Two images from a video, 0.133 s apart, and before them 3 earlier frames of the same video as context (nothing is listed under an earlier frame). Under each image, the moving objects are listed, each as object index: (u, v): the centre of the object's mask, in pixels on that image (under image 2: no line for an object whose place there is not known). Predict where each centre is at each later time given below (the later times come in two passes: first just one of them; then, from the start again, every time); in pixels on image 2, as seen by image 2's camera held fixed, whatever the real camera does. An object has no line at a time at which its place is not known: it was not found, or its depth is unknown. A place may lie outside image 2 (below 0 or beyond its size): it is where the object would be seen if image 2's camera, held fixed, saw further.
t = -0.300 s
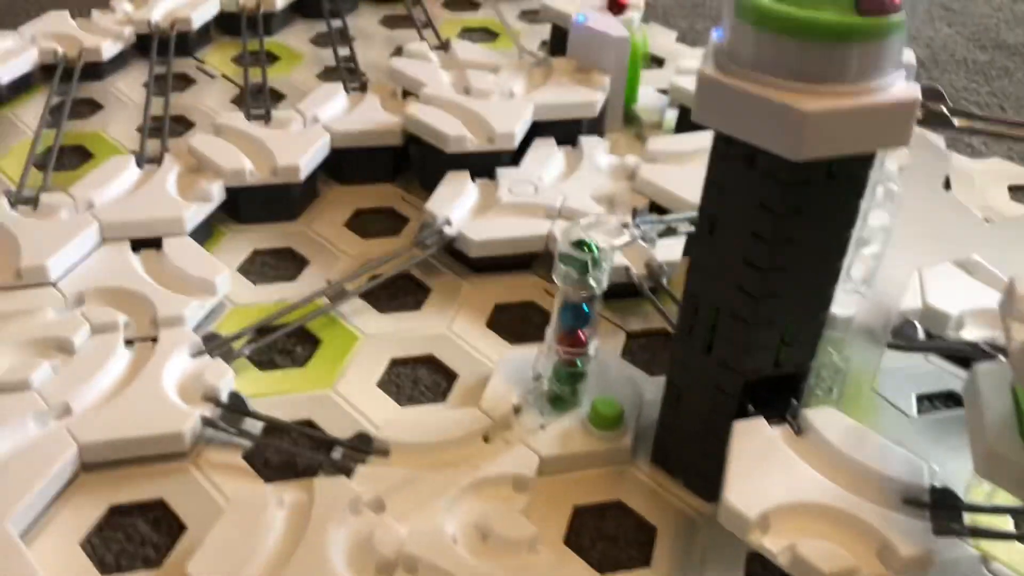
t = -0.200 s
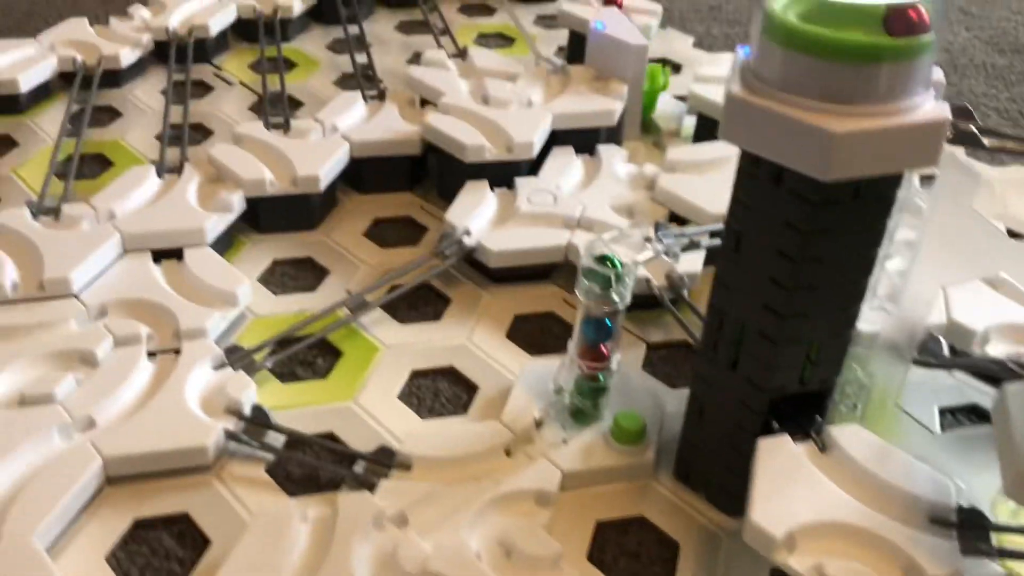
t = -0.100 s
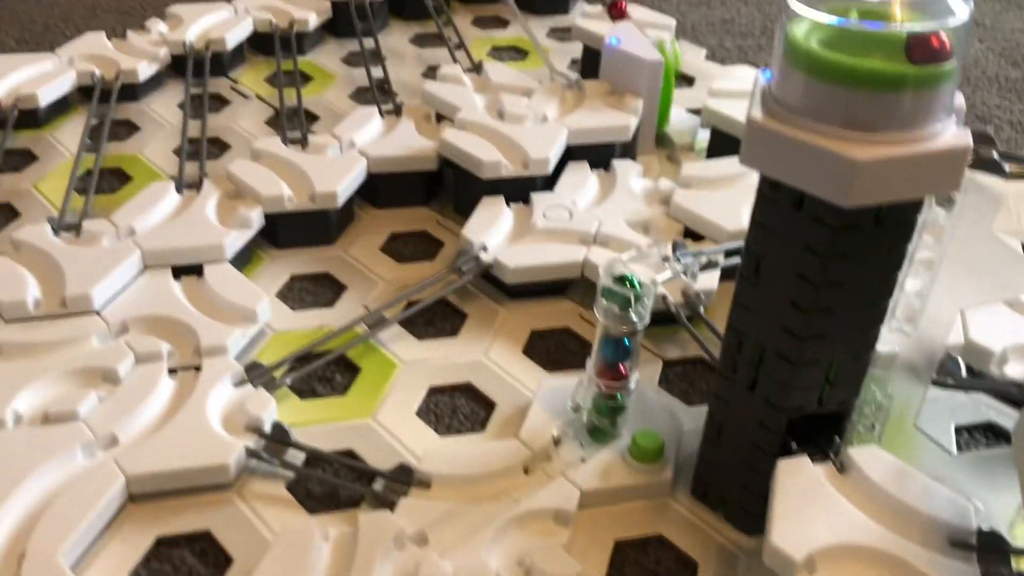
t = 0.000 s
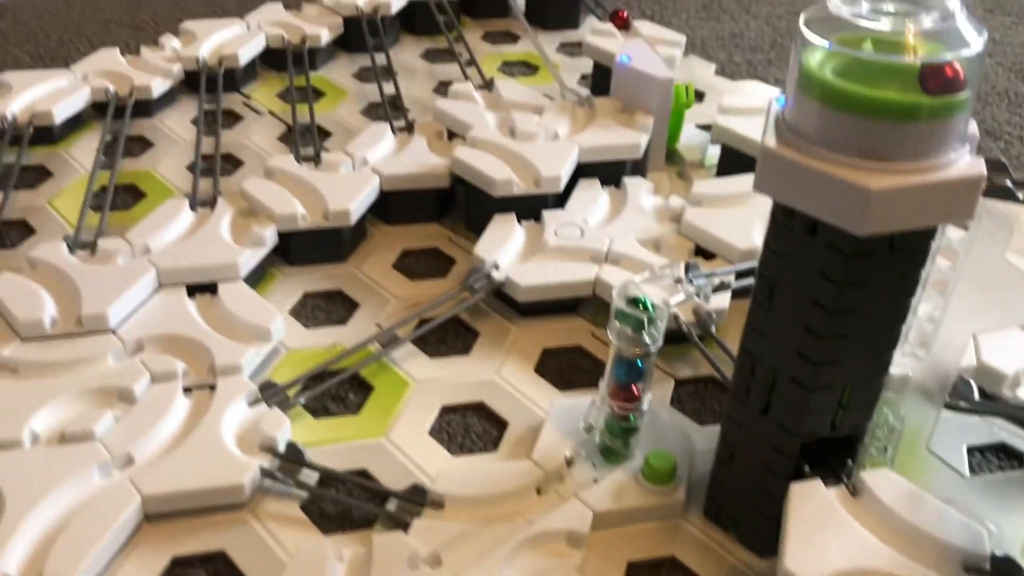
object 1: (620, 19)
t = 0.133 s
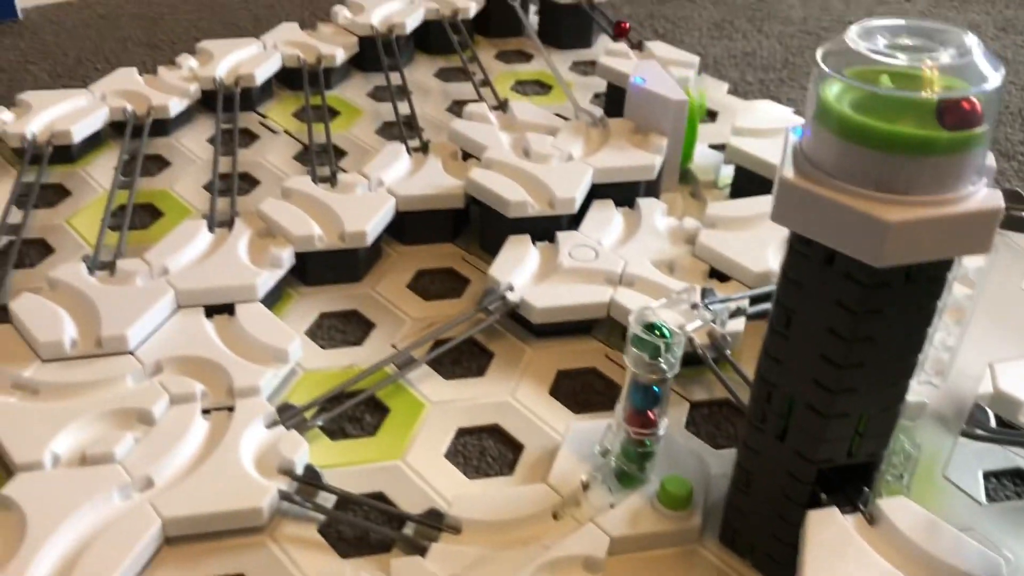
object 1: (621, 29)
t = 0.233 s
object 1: (612, 20)
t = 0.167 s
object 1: (618, 26)
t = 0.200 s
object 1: (615, 23)
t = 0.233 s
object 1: (612, 20)
